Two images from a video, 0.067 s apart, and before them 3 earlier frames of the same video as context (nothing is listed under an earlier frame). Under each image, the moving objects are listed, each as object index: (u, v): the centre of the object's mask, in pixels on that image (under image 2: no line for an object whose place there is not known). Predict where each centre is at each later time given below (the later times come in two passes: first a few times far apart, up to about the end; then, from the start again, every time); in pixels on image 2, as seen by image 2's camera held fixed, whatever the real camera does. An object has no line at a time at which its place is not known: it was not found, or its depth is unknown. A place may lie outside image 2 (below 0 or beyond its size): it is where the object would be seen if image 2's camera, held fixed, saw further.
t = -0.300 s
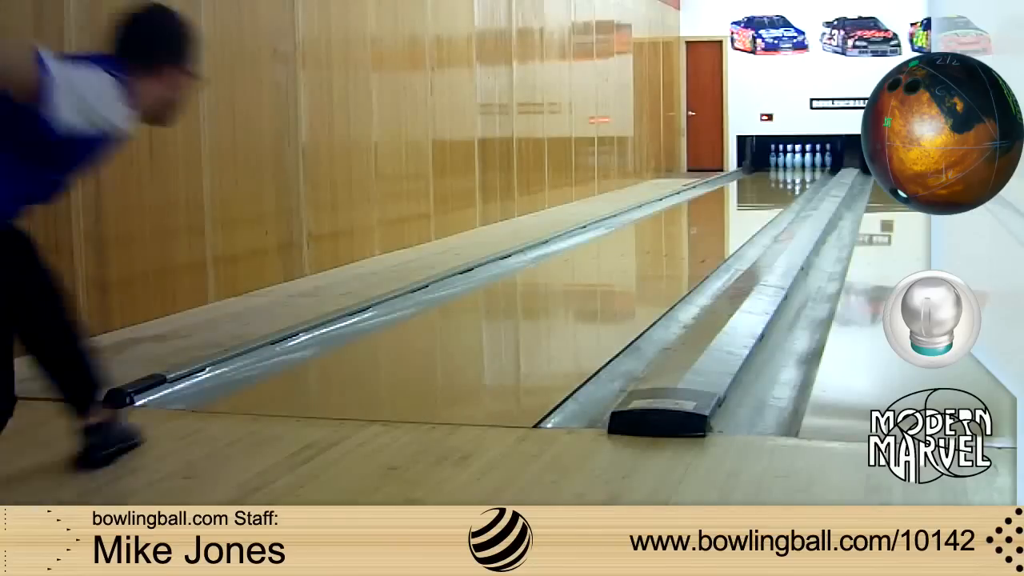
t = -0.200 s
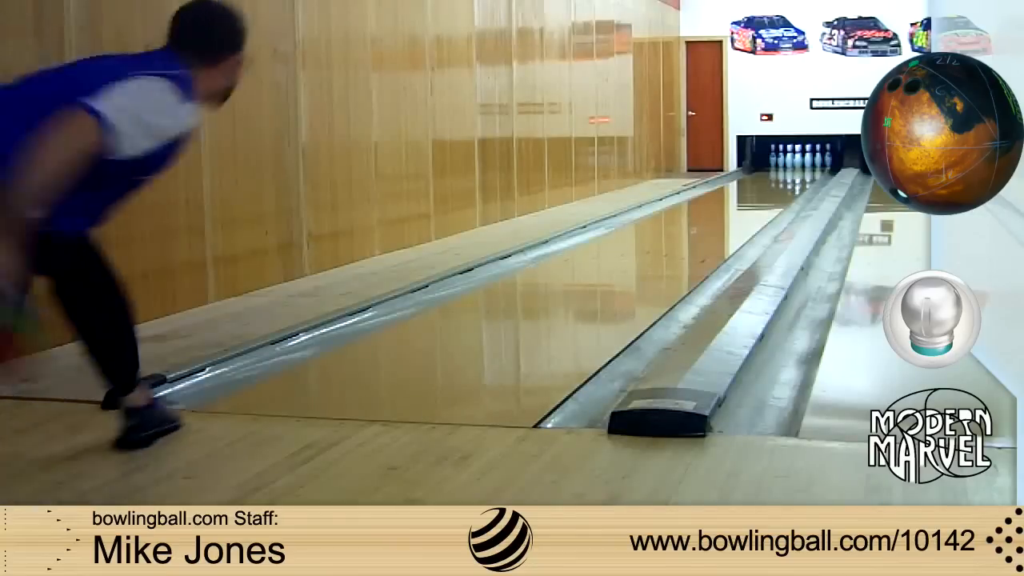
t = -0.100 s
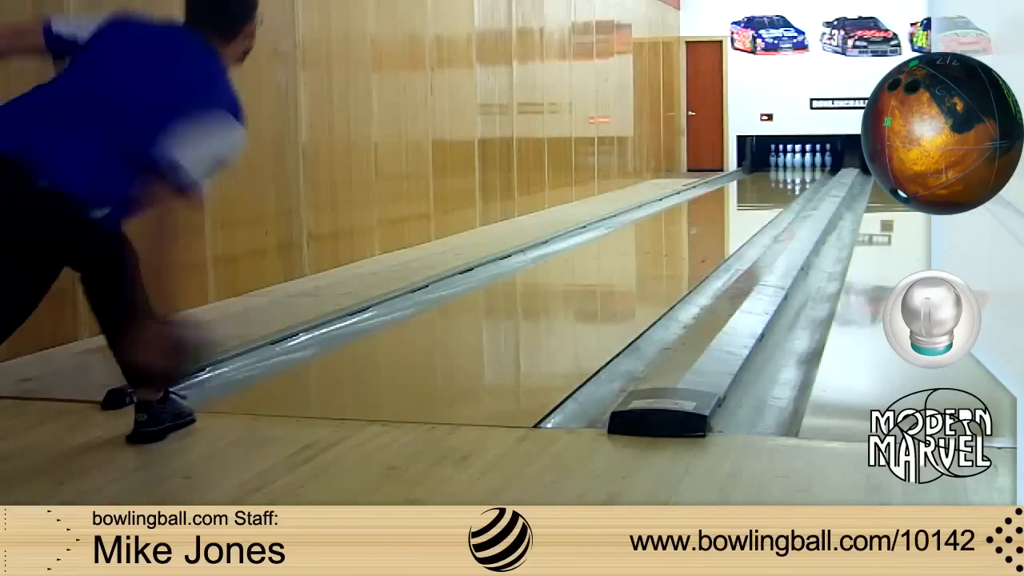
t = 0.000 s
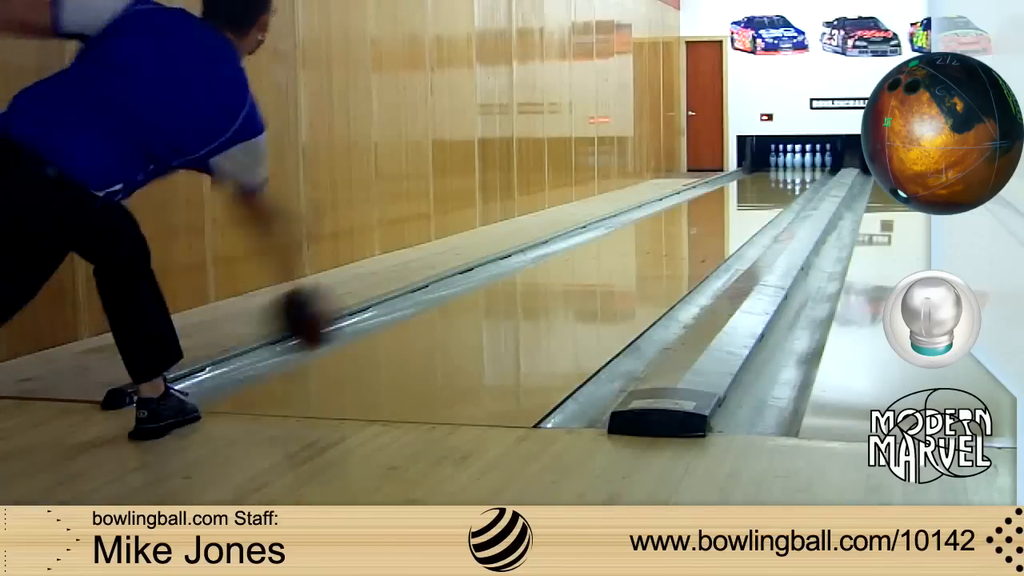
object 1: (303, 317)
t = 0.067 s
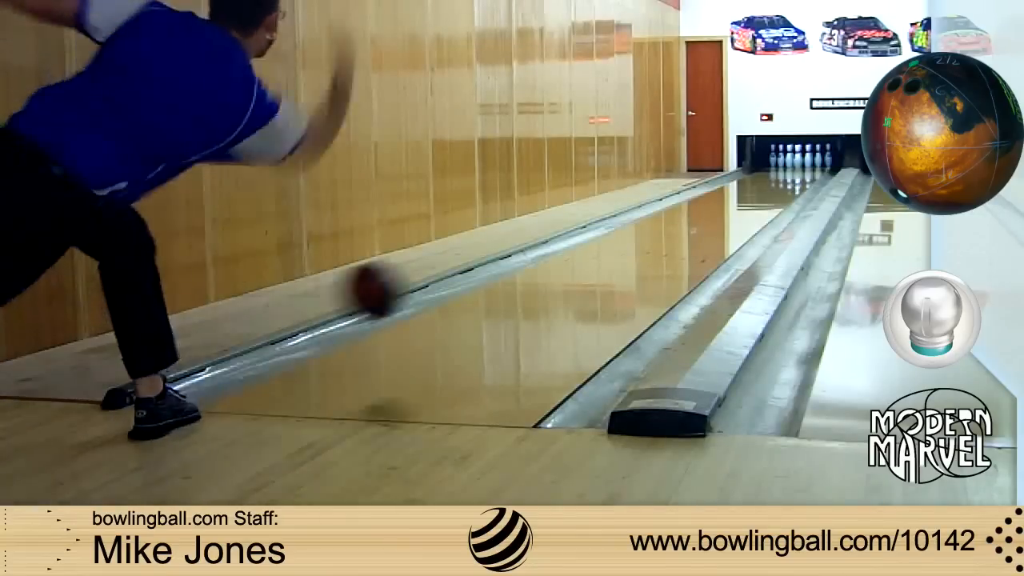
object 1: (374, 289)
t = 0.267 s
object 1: (520, 279)
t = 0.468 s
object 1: (608, 247)
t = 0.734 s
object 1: (683, 219)
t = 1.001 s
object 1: (731, 201)
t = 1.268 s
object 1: (763, 189)
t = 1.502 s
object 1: (783, 181)
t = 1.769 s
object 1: (799, 174)
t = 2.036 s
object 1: (803, 168)
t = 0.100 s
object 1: (402, 282)
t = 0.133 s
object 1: (430, 278)
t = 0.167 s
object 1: (455, 278)
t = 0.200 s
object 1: (478, 279)
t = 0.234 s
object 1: (500, 283)
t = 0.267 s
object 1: (520, 279)
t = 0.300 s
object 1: (537, 272)
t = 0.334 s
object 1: (554, 267)
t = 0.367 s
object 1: (568, 262)
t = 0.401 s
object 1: (583, 256)
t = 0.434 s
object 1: (596, 252)
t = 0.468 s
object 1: (608, 247)
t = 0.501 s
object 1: (620, 243)
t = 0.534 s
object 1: (631, 239)
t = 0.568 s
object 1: (641, 235)
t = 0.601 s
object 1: (650, 232)
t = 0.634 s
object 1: (659, 228)
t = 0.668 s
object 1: (667, 225)
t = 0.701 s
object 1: (675, 222)
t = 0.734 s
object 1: (683, 219)
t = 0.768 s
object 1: (690, 216)
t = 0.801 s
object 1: (696, 214)
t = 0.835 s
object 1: (703, 212)
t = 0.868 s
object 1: (708, 209)
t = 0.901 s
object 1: (714, 207)
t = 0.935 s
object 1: (721, 205)
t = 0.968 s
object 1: (726, 203)
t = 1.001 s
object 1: (731, 201)
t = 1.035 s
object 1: (736, 200)
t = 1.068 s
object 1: (740, 199)
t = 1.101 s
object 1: (744, 196)
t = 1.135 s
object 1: (747, 195)
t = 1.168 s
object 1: (751, 193)
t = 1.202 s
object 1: (756, 191)
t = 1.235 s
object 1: (760, 191)
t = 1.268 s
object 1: (763, 189)
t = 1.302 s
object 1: (768, 188)
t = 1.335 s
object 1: (770, 187)
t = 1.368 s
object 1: (772, 186)
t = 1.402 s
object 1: (776, 185)
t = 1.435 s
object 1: (779, 183)
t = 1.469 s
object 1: (780, 182)
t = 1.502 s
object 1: (783, 181)
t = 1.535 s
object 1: (785, 180)
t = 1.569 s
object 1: (788, 178)
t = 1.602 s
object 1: (789, 178)
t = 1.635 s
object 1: (793, 177)
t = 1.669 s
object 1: (794, 175)
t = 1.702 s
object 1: (795, 175)
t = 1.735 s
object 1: (798, 175)
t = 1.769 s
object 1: (799, 174)
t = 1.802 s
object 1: (800, 173)
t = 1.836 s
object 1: (801, 171)
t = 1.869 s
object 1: (801, 171)
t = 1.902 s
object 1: (802, 170)
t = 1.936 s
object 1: (803, 170)
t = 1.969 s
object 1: (803, 169)
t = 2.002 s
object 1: (804, 169)
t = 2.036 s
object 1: (803, 168)
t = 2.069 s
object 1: (804, 167)
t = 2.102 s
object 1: (804, 167)
